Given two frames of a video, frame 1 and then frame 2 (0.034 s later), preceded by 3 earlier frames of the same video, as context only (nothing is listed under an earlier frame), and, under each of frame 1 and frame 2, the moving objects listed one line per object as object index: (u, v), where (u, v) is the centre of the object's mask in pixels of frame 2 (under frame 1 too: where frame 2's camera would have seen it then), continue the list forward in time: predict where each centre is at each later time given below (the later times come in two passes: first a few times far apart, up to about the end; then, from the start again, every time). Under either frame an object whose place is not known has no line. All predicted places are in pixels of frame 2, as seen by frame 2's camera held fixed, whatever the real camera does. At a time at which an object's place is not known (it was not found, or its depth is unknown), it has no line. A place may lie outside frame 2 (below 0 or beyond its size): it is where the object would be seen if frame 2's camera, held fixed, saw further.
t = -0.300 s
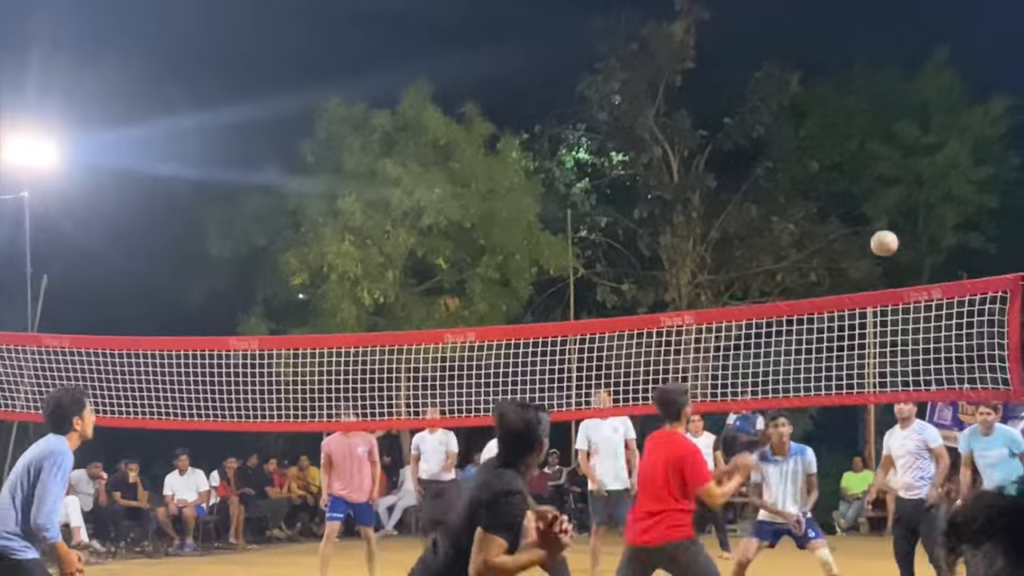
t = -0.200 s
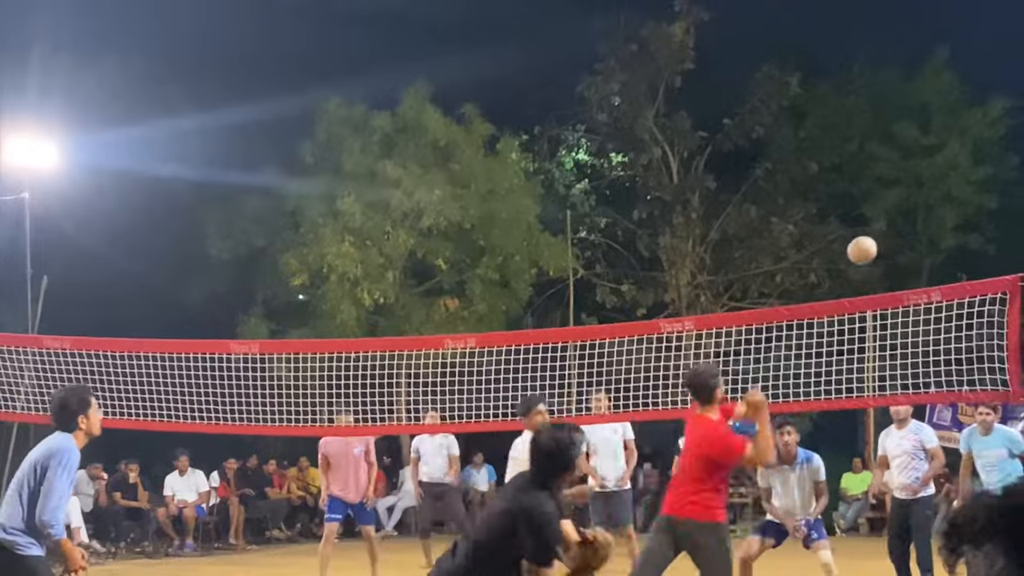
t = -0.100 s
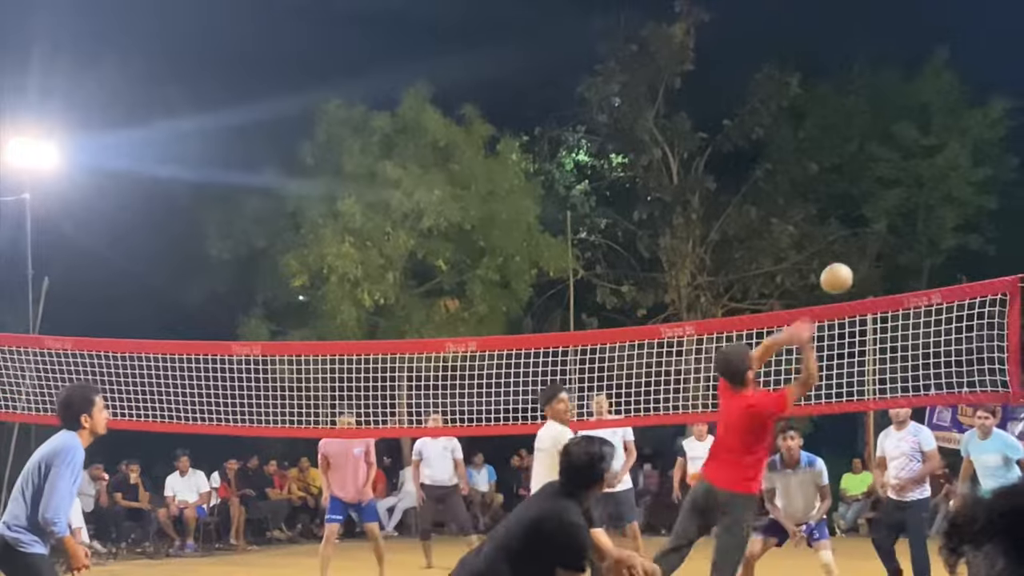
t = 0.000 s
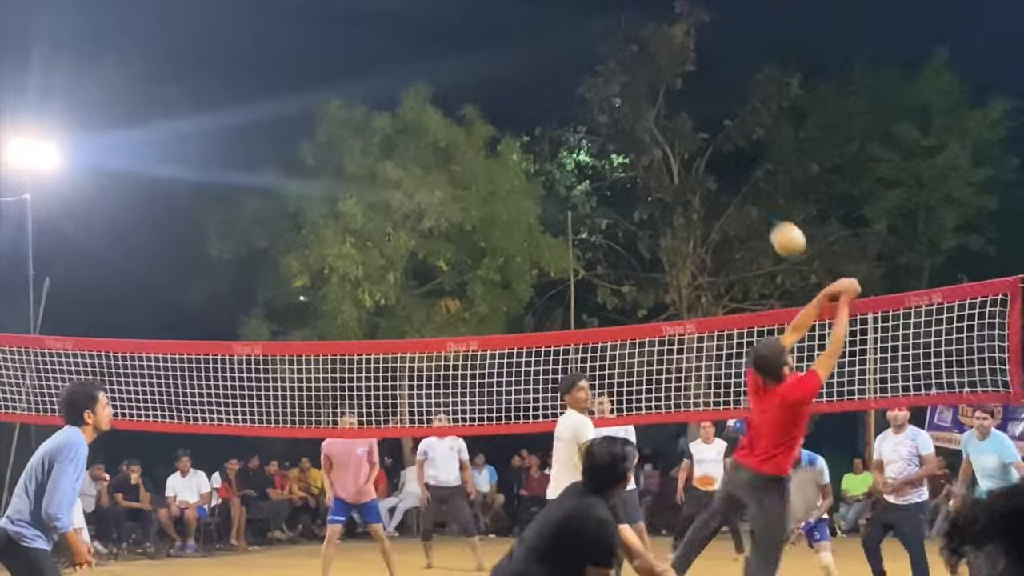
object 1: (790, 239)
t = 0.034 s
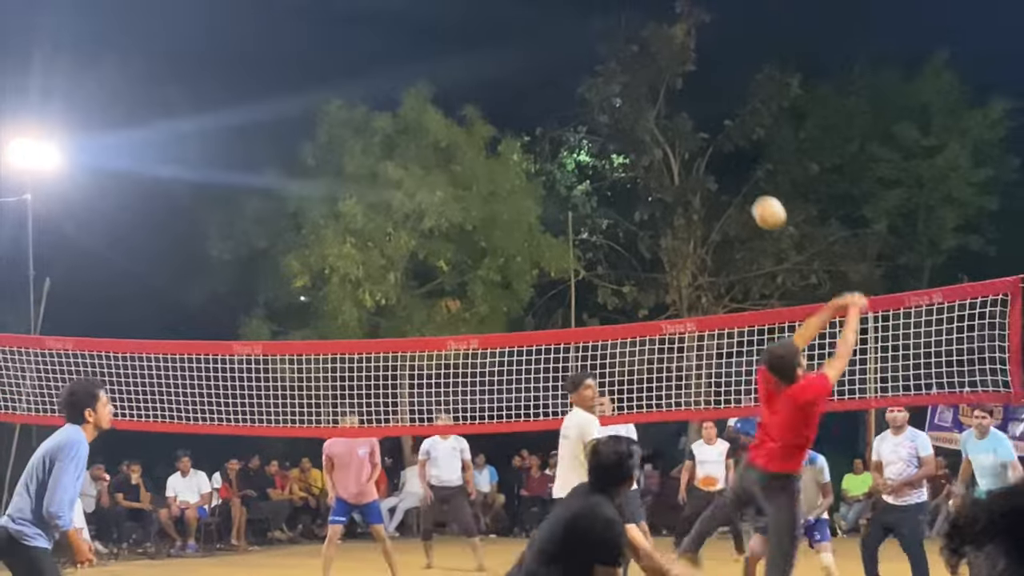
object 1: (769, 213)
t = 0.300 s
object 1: (636, 97)
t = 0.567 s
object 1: (533, 103)
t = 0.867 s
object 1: (438, 209)
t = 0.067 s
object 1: (749, 190)
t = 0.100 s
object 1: (733, 169)
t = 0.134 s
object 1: (715, 151)
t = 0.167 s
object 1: (698, 136)
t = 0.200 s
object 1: (682, 123)
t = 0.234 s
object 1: (666, 112)
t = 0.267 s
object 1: (651, 103)
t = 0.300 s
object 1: (636, 97)
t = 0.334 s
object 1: (622, 92)
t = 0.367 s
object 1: (608, 89)
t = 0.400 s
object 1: (595, 88)
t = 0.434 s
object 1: (581, 88)
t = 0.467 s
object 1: (568, 89)
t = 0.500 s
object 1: (556, 93)
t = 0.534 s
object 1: (543, 98)
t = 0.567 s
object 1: (533, 103)
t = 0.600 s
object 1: (521, 111)
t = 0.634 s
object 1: (509, 119)
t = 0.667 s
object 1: (499, 128)
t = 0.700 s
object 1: (488, 139)
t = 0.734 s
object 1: (478, 151)
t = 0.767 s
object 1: (467, 164)
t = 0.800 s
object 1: (457, 178)
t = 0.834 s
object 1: (447, 193)
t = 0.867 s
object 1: (438, 209)
